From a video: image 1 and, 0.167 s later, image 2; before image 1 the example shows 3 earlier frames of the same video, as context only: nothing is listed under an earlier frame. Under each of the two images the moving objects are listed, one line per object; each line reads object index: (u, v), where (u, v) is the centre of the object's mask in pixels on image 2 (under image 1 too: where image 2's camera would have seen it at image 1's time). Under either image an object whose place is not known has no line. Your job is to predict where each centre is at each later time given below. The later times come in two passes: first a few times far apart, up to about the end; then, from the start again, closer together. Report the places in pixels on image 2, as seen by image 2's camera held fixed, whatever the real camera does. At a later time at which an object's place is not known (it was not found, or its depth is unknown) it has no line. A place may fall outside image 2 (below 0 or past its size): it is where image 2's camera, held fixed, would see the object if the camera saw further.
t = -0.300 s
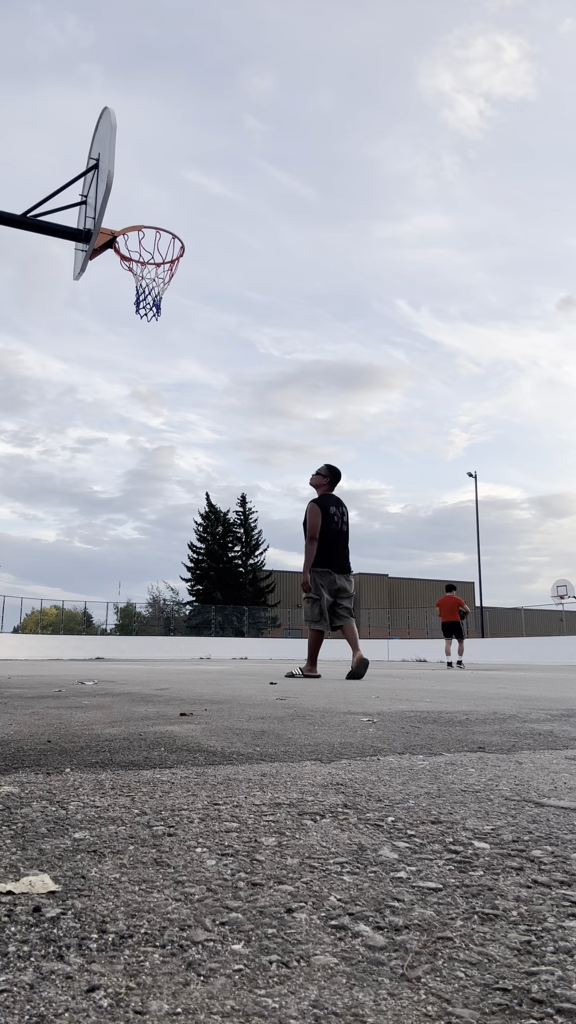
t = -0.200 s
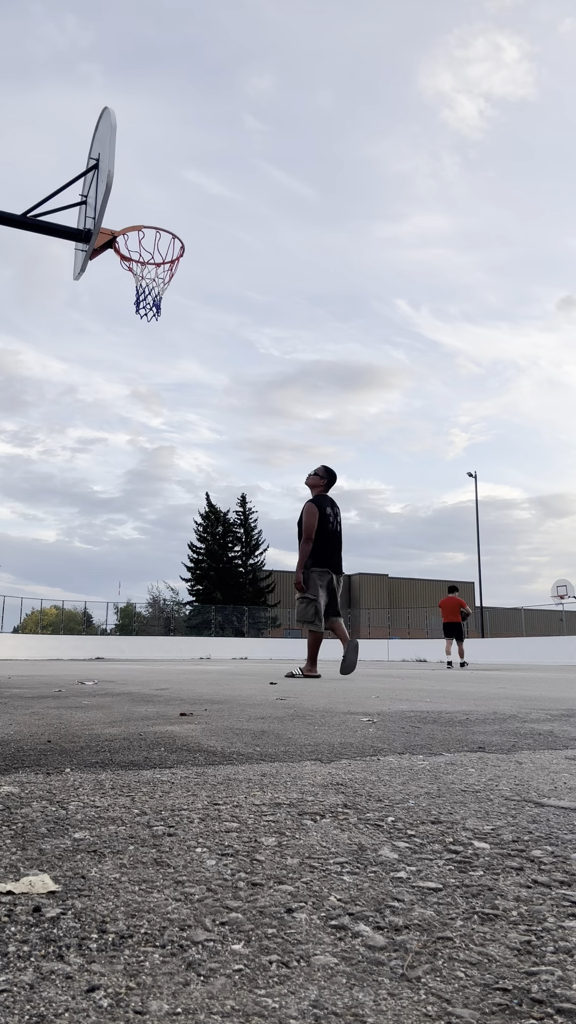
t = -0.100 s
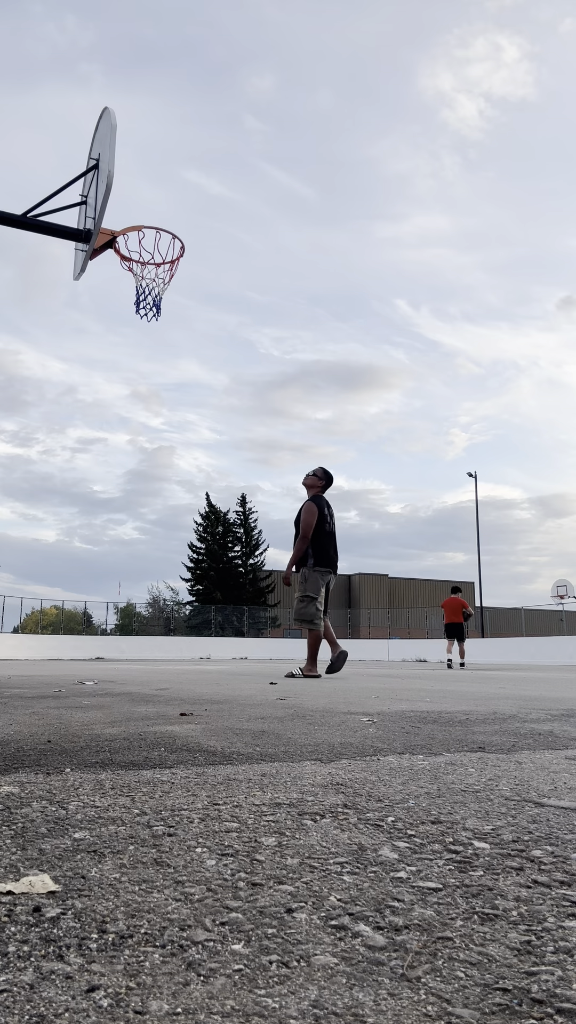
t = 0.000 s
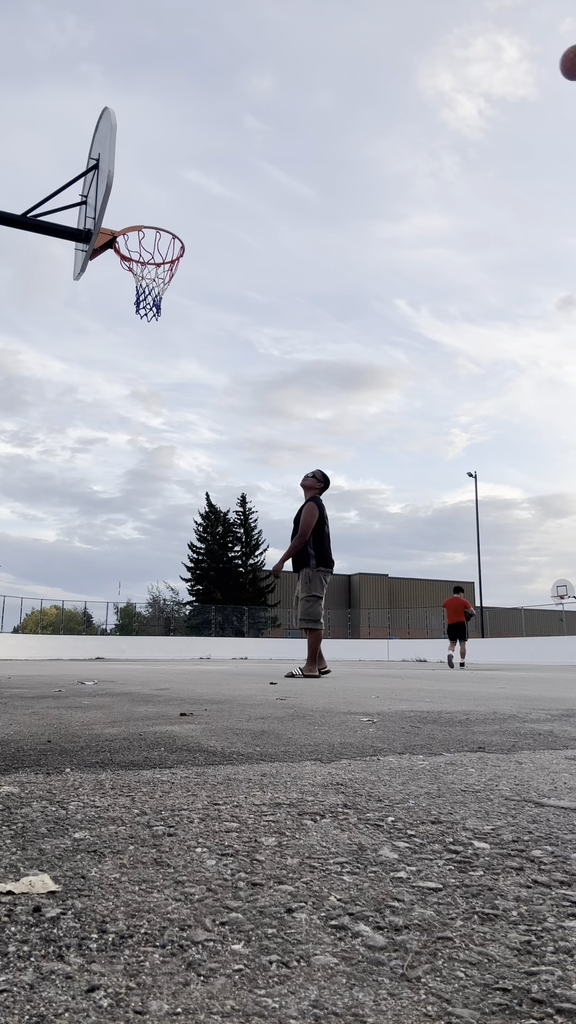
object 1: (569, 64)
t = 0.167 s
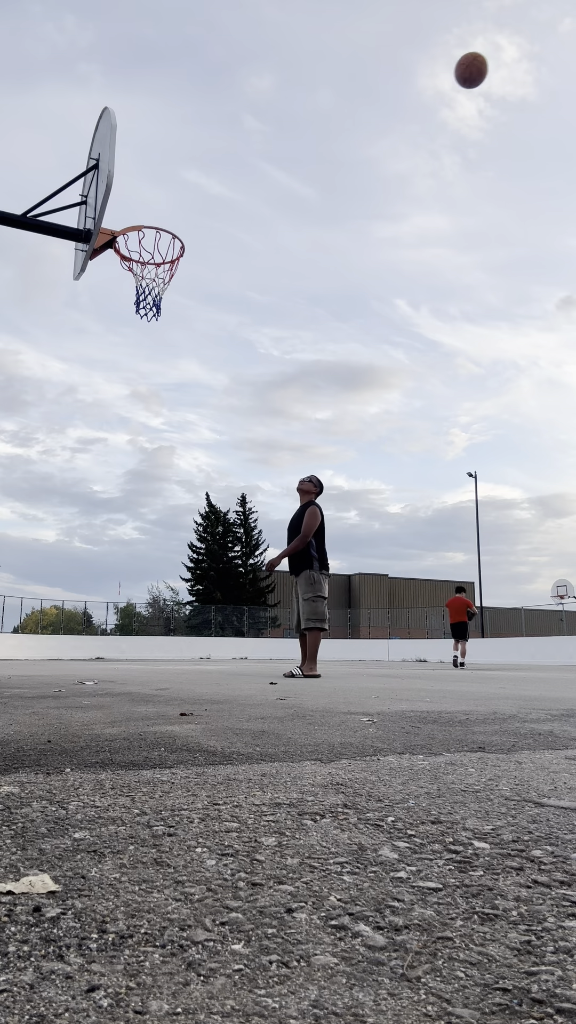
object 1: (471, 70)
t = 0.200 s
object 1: (450, 76)
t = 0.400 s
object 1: (324, 137)
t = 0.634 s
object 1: (217, 261)
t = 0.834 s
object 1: (355, 361)
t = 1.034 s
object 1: (483, 499)
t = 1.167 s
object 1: (564, 614)
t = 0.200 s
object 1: (450, 76)
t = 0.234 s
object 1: (429, 83)
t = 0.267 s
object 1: (408, 91)
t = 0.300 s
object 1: (387, 100)
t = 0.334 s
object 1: (366, 111)
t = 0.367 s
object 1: (345, 123)
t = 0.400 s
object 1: (324, 137)
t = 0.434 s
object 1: (303, 152)
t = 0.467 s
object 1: (282, 168)
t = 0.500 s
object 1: (260, 186)
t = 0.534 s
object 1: (239, 206)
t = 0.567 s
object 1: (217, 227)
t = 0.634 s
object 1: (217, 261)
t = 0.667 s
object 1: (241, 276)
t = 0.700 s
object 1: (265, 291)
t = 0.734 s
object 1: (288, 307)
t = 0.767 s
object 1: (311, 324)
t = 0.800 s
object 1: (333, 342)
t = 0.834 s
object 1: (355, 361)
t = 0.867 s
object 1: (377, 381)
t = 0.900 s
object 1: (398, 402)
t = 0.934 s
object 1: (420, 425)
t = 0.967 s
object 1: (441, 448)
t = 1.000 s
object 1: (462, 473)
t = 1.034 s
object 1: (483, 499)
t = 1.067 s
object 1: (503, 526)
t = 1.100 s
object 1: (524, 553)
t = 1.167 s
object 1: (564, 614)
